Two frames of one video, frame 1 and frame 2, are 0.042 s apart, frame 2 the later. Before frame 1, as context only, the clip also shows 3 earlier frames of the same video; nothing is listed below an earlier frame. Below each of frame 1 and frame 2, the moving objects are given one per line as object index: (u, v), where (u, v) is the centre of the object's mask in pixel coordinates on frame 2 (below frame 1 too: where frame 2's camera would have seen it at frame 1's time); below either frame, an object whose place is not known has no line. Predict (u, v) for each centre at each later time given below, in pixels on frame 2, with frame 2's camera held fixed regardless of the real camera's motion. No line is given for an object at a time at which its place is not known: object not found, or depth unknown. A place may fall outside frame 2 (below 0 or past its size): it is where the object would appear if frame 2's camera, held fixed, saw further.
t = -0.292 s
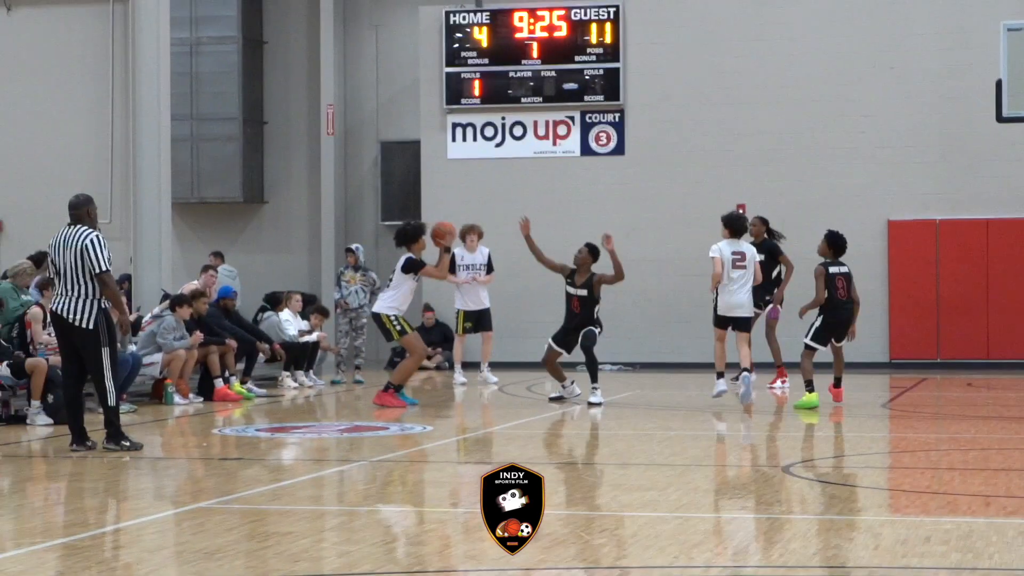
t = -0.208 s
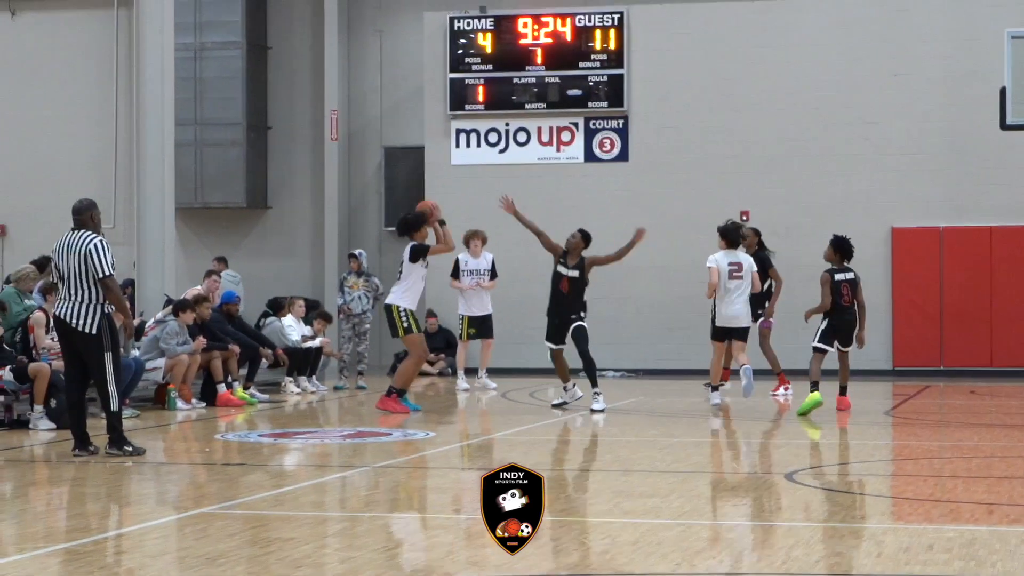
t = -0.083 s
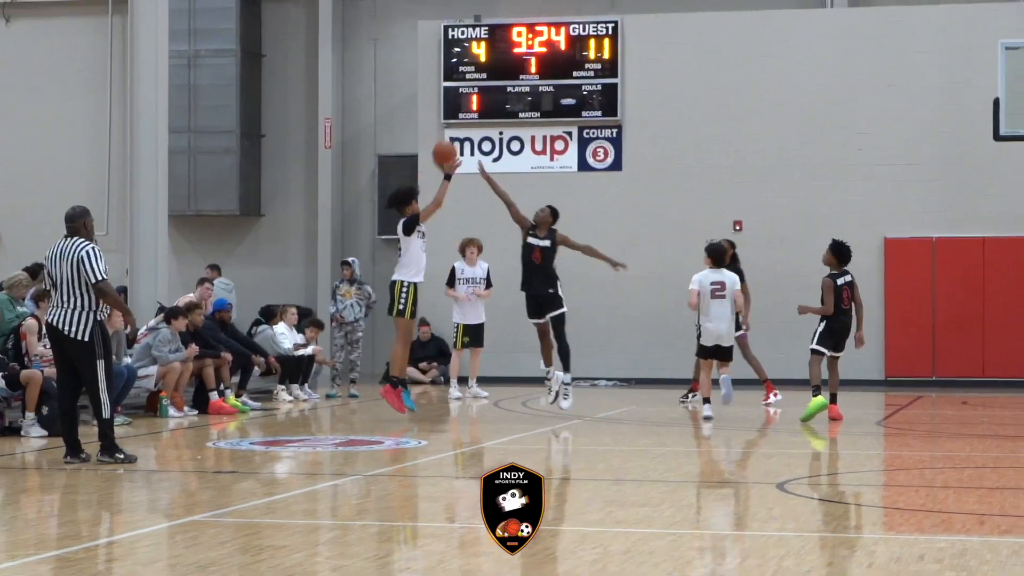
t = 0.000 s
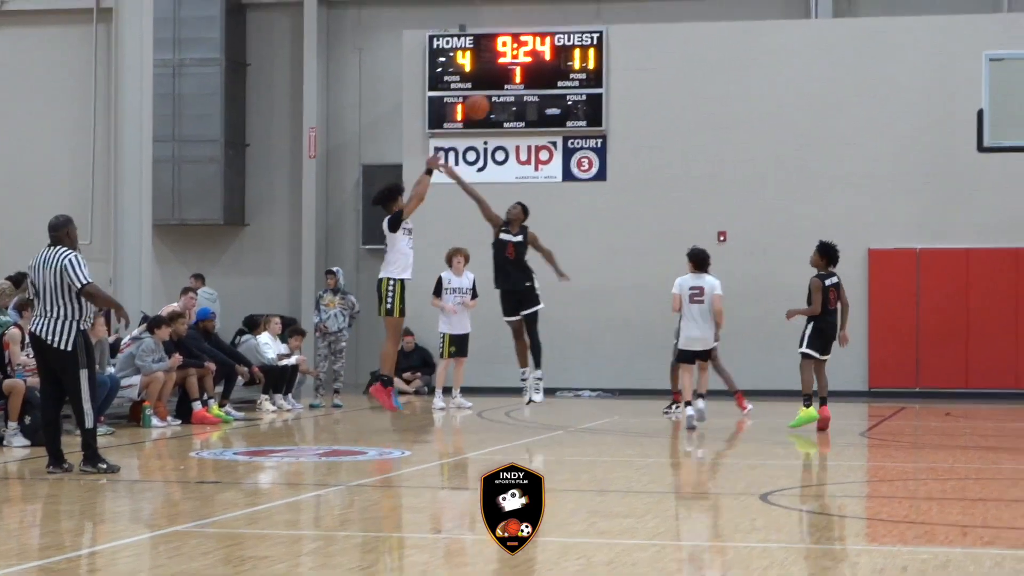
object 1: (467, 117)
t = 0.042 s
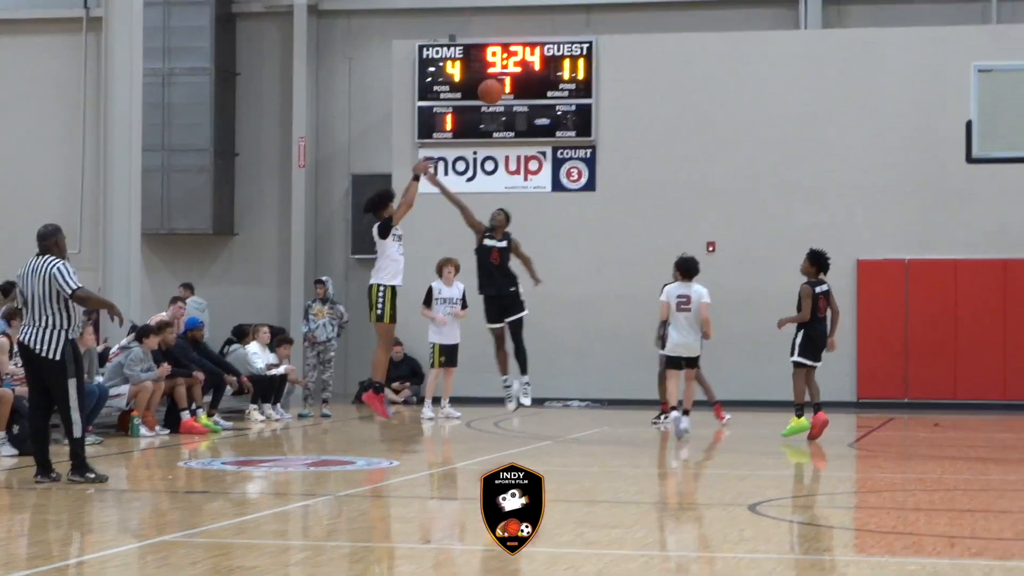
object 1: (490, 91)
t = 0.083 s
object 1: (514, 69)
